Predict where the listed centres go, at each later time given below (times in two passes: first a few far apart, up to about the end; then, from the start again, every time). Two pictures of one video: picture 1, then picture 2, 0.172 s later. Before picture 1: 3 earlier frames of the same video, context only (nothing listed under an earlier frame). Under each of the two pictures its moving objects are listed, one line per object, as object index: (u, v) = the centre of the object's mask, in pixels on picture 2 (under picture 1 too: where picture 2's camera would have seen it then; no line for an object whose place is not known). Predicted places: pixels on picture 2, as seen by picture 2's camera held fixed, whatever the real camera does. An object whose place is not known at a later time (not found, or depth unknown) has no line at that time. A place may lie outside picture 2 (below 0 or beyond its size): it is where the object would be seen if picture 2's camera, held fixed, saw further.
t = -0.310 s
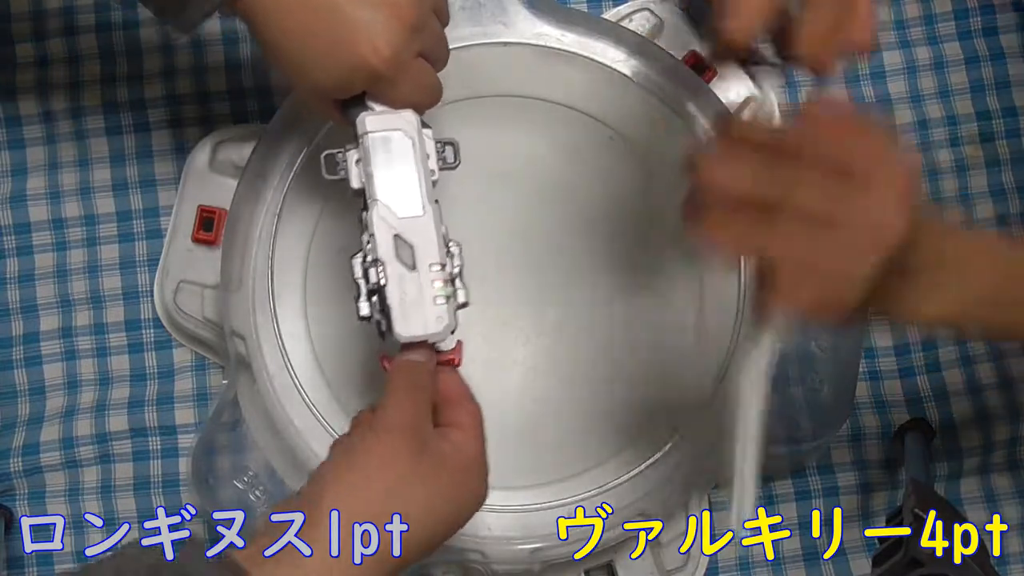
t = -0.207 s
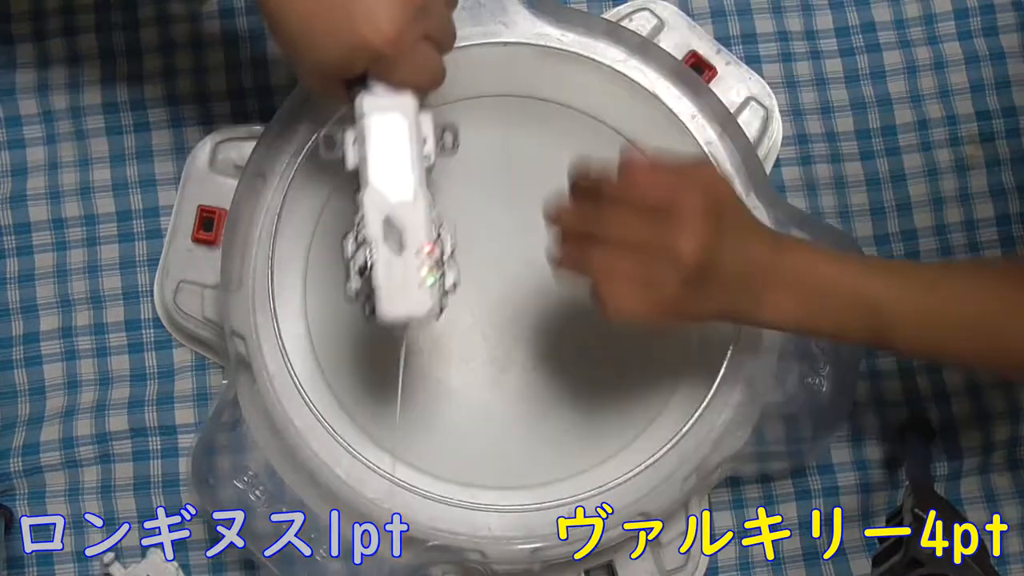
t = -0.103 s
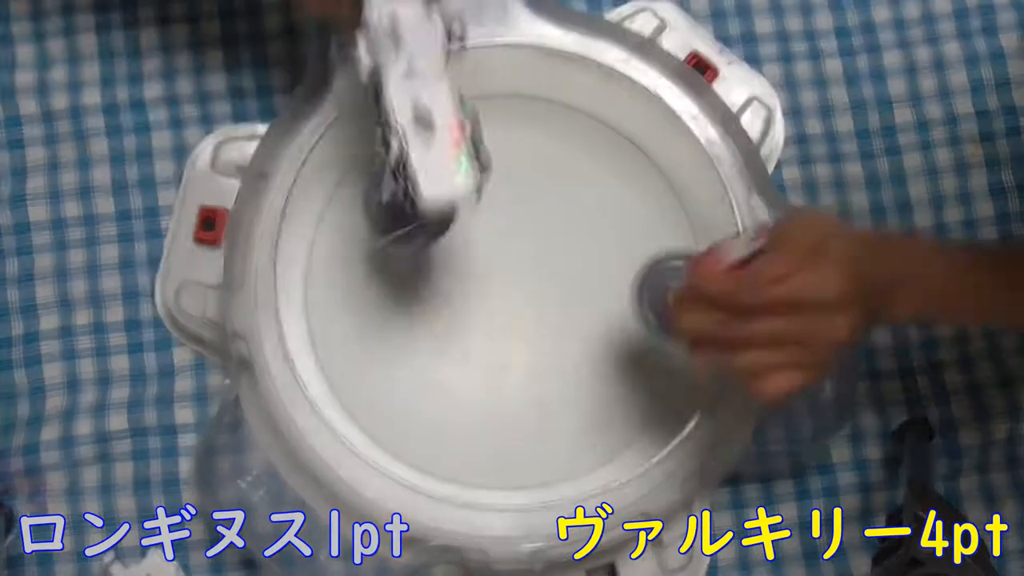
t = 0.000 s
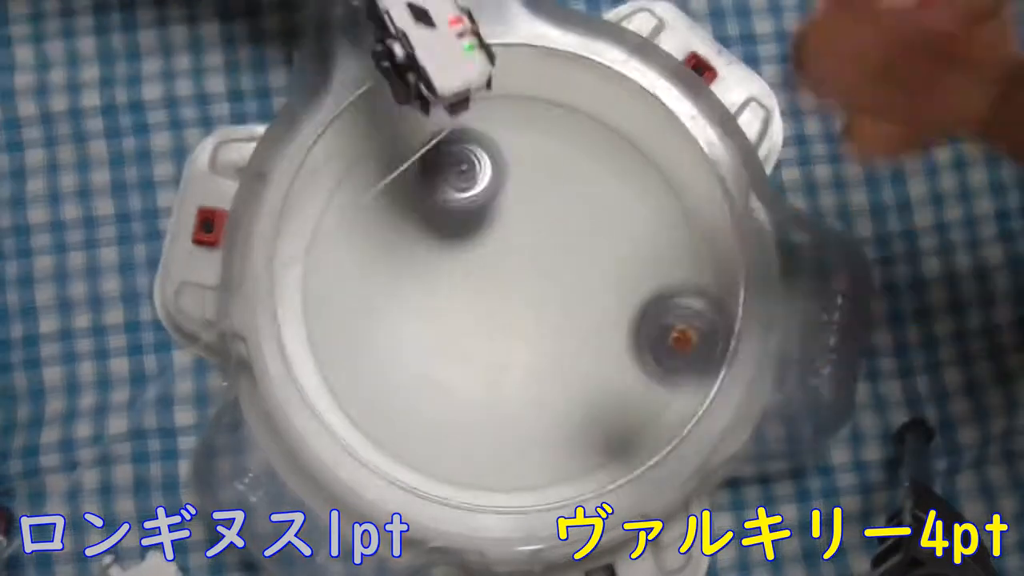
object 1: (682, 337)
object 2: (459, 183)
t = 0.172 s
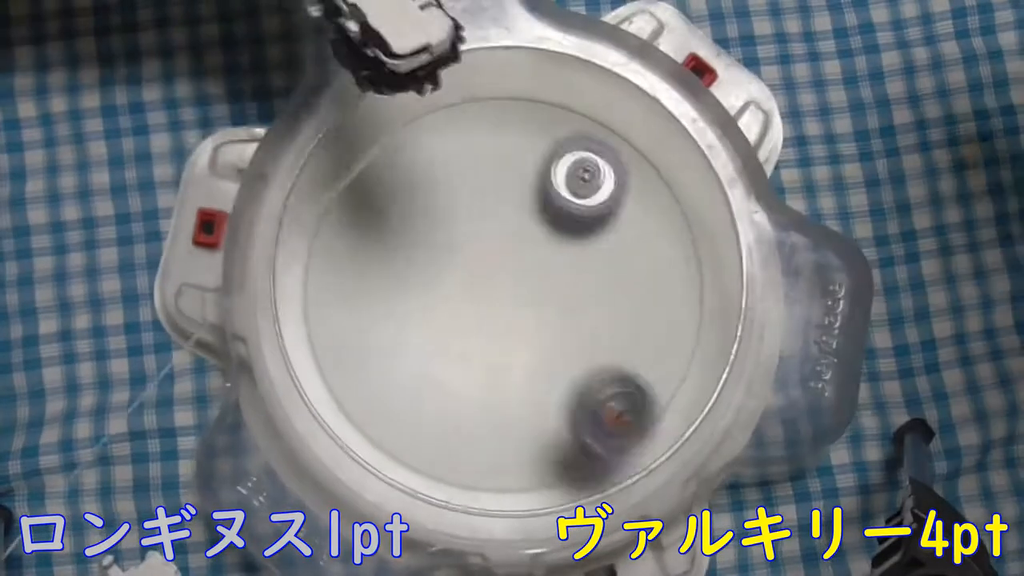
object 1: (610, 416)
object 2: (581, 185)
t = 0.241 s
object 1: (541, 354)
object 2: (624, 213)
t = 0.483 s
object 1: (426, 212)
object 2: (626, 411)
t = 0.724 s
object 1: (454, 226)
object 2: (349, 398)
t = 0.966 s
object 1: (555, 284)
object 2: (456, 105)
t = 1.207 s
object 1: (602, 260)
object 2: (647, 414)
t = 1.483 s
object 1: (532, 197)
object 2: (313, 257)
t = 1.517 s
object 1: (517, 197)
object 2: (333, 200)
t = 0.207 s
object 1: (576, 386)
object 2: (602, 198)
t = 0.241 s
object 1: (541, 354)
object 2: (624, 213)
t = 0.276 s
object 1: (504, 336)
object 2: (639, 236)
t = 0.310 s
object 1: (472, 313)
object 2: (651, 263)
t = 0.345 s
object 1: (453, 290)
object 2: (659, 291)
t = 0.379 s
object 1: (444, 268)
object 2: (660, 320)
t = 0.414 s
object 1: (436, 247)
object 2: (656, 351)
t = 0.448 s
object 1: (429, 226)
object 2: (644, 382)
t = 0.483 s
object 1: (426, 212)
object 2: (626, 411)
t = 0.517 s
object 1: (426, 196)
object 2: (569, 458)
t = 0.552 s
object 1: (427, 194)
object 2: (534, 470)
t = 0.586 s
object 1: (430, 195)
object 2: (496, 474)
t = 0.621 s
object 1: (434, 199)
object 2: (458, 470)
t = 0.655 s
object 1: (439, 207)
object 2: (420, 457)
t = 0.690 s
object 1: (446, 216)
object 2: (383, 433)
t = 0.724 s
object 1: (454, 226)
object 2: (349, 398)
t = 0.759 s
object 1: (465, 236)
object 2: (325, 357)
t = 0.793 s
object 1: (479, 248)
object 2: (313, 309)
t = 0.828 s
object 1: (492, 259)
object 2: (312, 258)
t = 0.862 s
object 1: (507, 267)
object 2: (328, 207)
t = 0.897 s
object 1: (523, 275)
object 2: (356, 161)
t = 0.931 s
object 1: (540, 281)
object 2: (400, 126)
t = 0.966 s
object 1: (555, 284)
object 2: (456, 105)
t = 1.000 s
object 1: (568, 286)
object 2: (518, 102)
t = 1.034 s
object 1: (580, 286)
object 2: (584, 121)
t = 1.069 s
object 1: (589, 283)
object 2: (638, 159)
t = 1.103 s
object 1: (595, 279)
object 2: (678, 215)
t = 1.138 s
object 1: (600, 275)
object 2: (694, 287)
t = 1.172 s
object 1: (603, 268)
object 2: (682, 359)
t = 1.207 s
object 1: (602, 260)
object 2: (647, 414)
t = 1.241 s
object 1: (599, 251)
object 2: (593, 455)
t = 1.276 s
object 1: (594, 243)
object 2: (535, 473)
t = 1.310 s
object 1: (588, 233)
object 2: (473, 472)
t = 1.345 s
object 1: (580, 223)
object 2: (416, 453)
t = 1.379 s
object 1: (571, 214)
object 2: (369, 420)
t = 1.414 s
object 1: (560, 206)
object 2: (333, 371)
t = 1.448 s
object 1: (547, 200)
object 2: (313, 316)
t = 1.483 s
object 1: (532, 197)
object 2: (313, 257)
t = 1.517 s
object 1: (517, 197)
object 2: (333, 200)
